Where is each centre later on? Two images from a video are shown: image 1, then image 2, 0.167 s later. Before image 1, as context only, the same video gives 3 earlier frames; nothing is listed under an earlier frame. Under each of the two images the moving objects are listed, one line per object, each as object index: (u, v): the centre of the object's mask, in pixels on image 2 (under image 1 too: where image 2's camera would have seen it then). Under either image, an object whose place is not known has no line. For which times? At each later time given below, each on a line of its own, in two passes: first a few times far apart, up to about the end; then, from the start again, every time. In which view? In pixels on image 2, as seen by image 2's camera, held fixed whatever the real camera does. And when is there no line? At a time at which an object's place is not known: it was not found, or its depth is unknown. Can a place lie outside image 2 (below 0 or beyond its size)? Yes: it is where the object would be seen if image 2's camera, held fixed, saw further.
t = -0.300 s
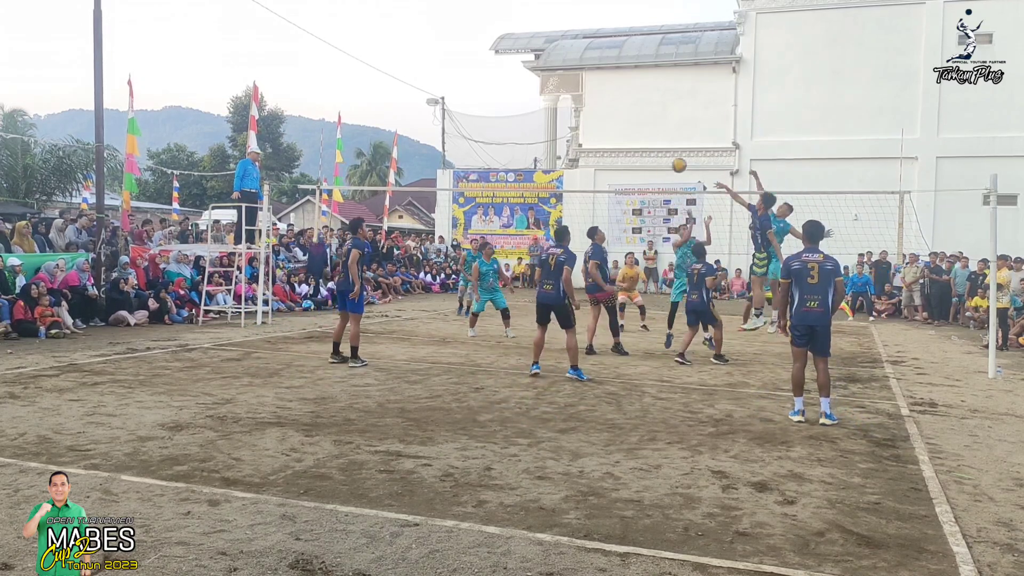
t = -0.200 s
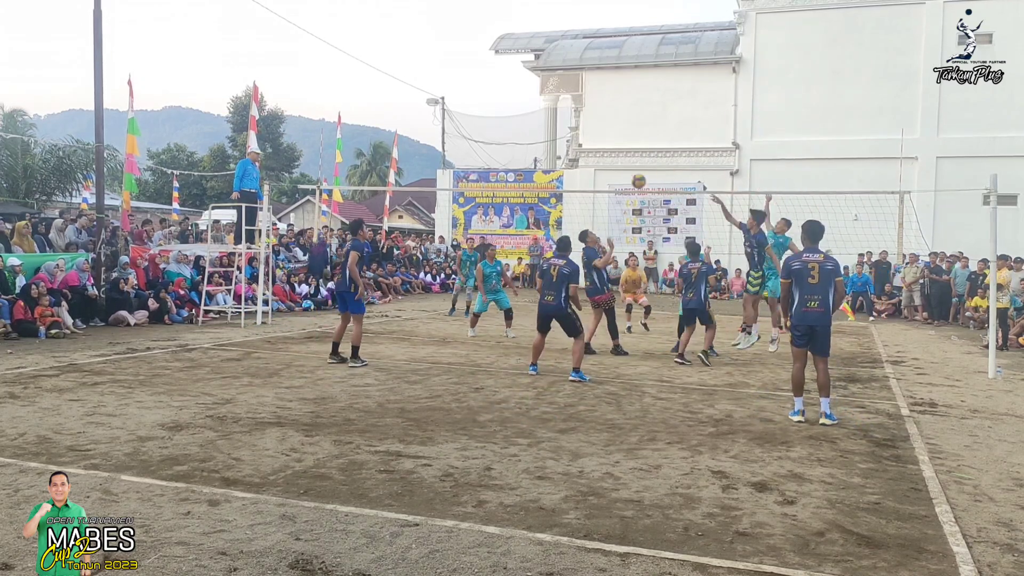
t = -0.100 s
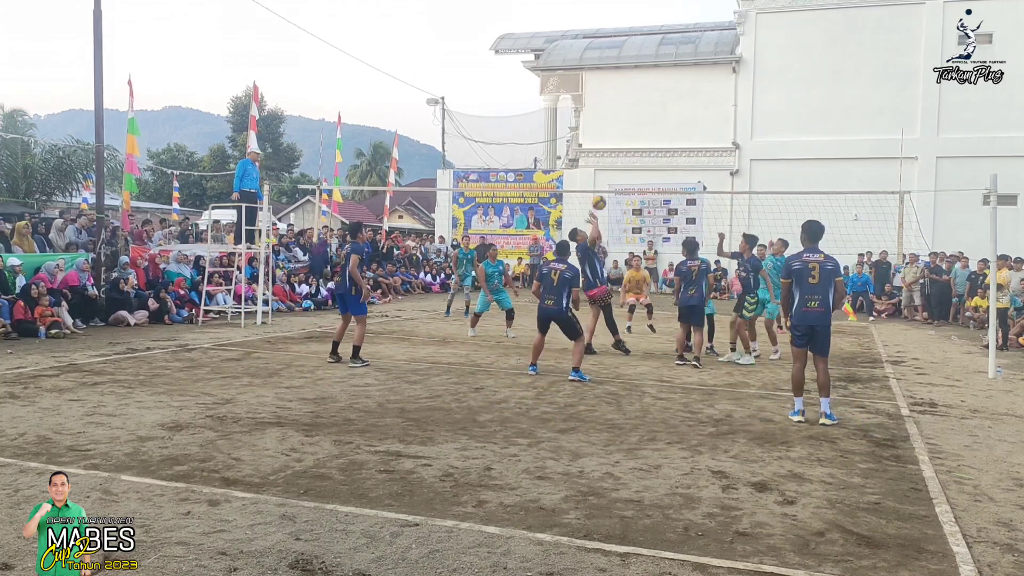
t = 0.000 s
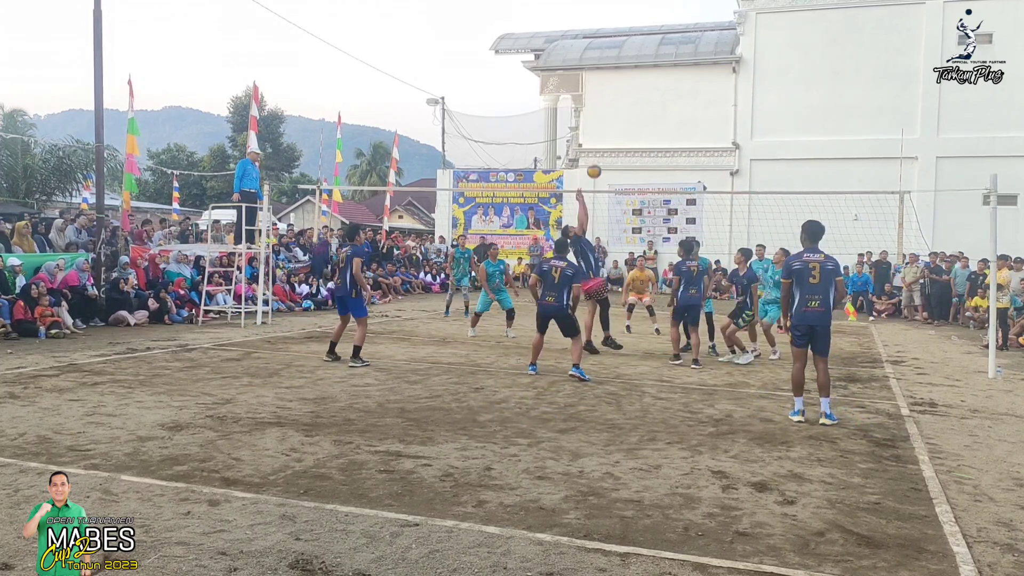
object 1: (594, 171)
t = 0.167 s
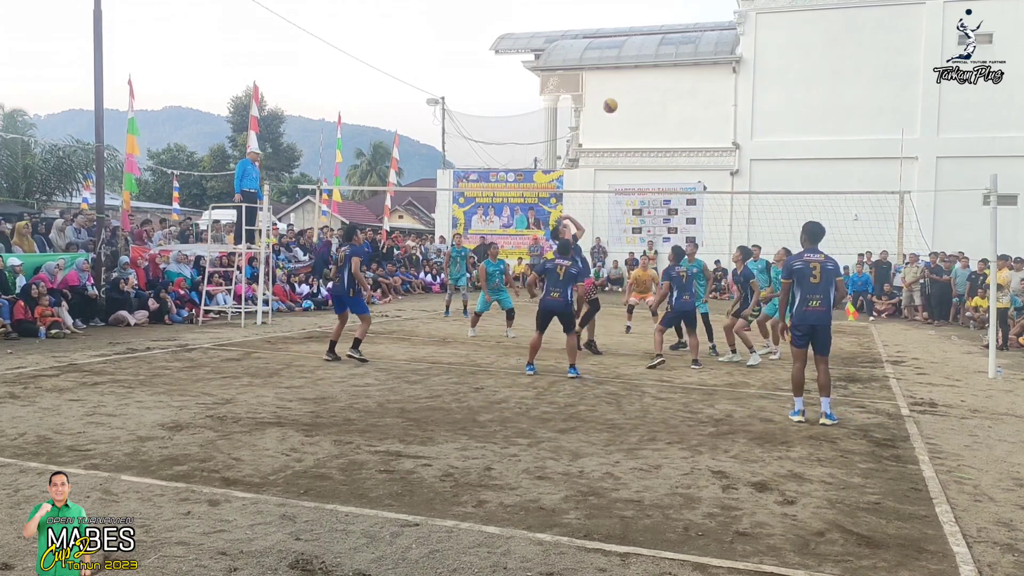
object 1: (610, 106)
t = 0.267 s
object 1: (620, 76)
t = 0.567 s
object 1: (648, 28)
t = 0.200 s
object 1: (613, 95)
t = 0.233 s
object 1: (617, 85)
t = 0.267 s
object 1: (620, 76)
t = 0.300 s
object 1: (623, 68)
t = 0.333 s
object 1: (626, 60)
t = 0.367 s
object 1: (629, 54)
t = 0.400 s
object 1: (632, 47)
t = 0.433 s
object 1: (635, 42)
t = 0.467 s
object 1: (638, 38)
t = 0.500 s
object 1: (642, 34)
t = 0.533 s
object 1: (645, 30)
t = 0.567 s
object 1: (648, 28)
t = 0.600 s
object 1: (651, 27)
